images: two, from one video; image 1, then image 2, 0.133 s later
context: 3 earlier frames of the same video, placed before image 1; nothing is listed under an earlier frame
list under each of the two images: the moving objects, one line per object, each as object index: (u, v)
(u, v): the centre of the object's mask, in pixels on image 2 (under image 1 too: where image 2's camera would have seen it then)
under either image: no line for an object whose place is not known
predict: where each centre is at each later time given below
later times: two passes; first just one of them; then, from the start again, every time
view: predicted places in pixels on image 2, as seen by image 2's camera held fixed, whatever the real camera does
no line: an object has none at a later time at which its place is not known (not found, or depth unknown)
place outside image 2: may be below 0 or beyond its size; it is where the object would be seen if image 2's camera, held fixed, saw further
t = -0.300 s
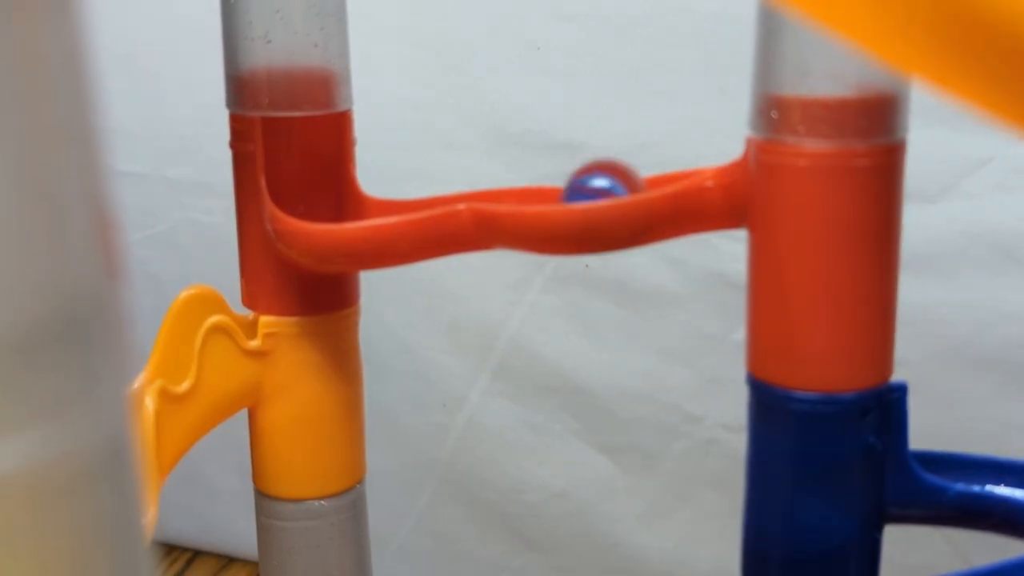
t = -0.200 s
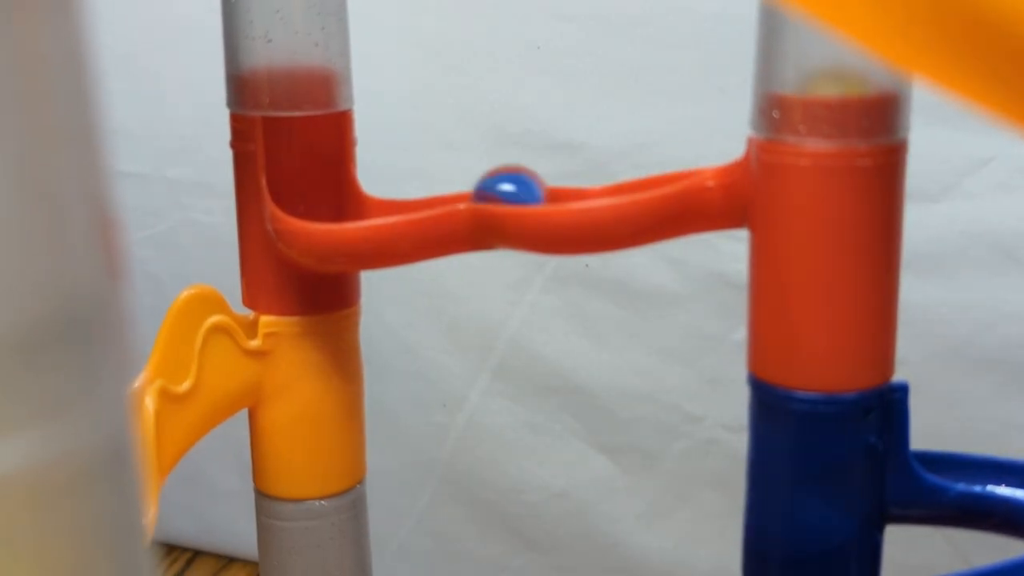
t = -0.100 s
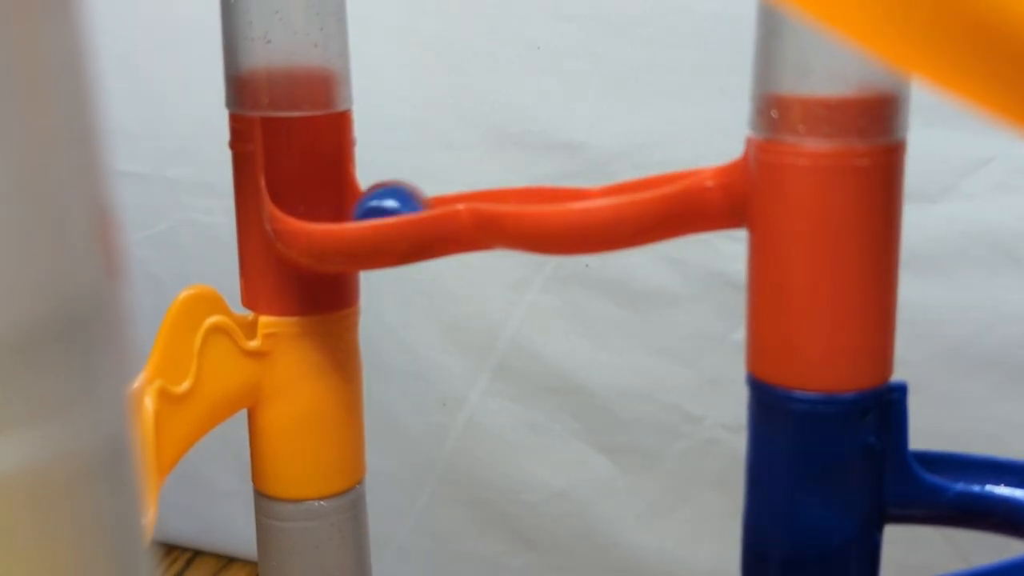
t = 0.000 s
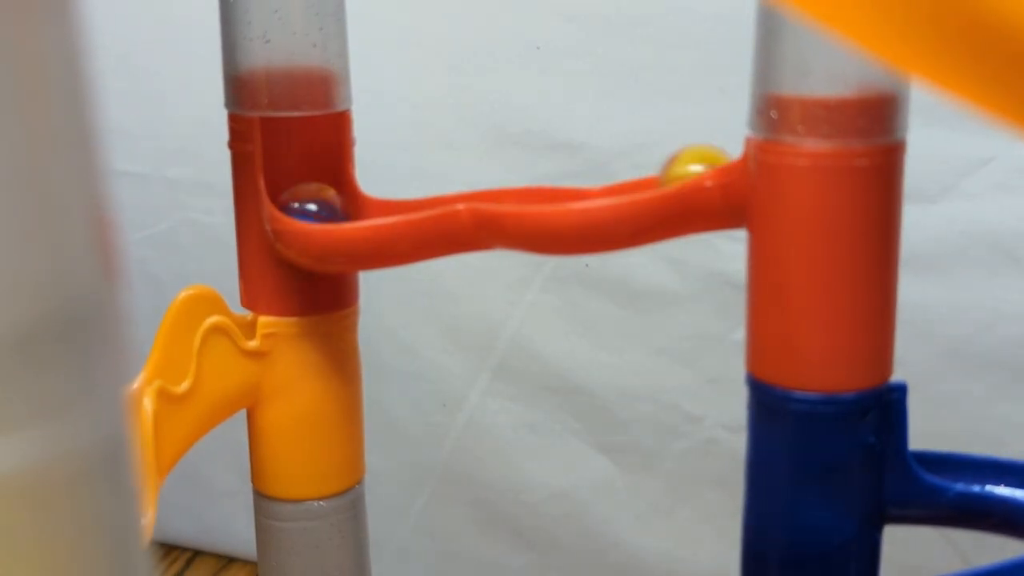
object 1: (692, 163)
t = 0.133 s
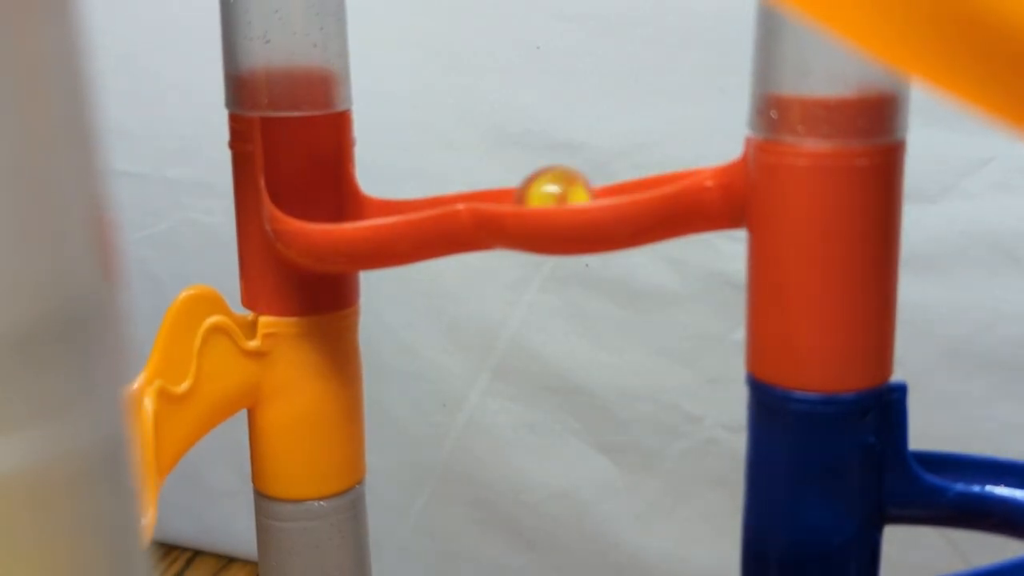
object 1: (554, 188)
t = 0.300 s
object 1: (383, 203)
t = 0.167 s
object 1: (532, 189)
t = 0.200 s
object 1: (506, 188)
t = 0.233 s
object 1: (469, 188)
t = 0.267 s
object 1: (424, 196)
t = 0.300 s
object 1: (383, 203)
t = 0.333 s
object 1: (345, 207)
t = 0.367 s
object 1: (318, 206)
